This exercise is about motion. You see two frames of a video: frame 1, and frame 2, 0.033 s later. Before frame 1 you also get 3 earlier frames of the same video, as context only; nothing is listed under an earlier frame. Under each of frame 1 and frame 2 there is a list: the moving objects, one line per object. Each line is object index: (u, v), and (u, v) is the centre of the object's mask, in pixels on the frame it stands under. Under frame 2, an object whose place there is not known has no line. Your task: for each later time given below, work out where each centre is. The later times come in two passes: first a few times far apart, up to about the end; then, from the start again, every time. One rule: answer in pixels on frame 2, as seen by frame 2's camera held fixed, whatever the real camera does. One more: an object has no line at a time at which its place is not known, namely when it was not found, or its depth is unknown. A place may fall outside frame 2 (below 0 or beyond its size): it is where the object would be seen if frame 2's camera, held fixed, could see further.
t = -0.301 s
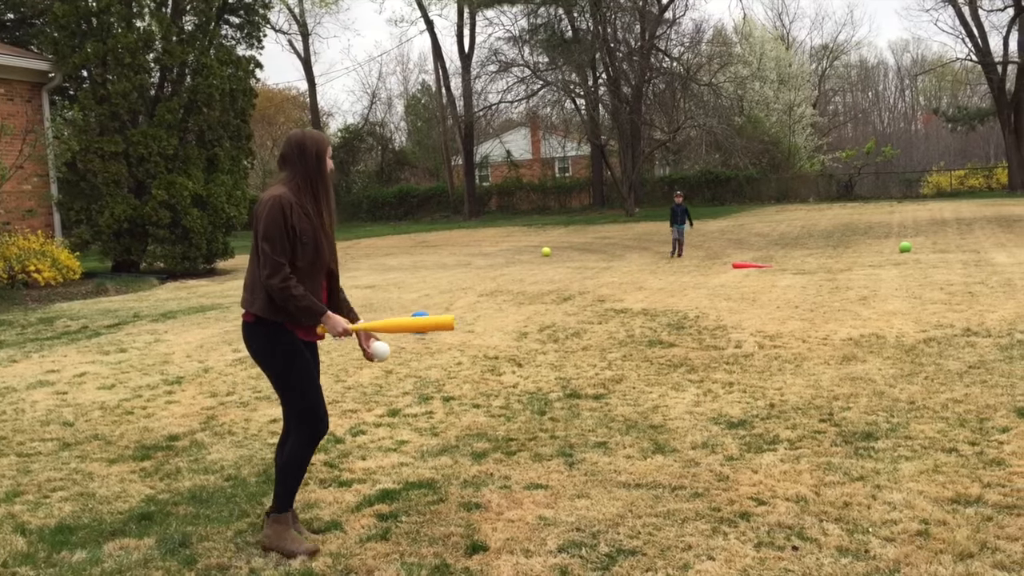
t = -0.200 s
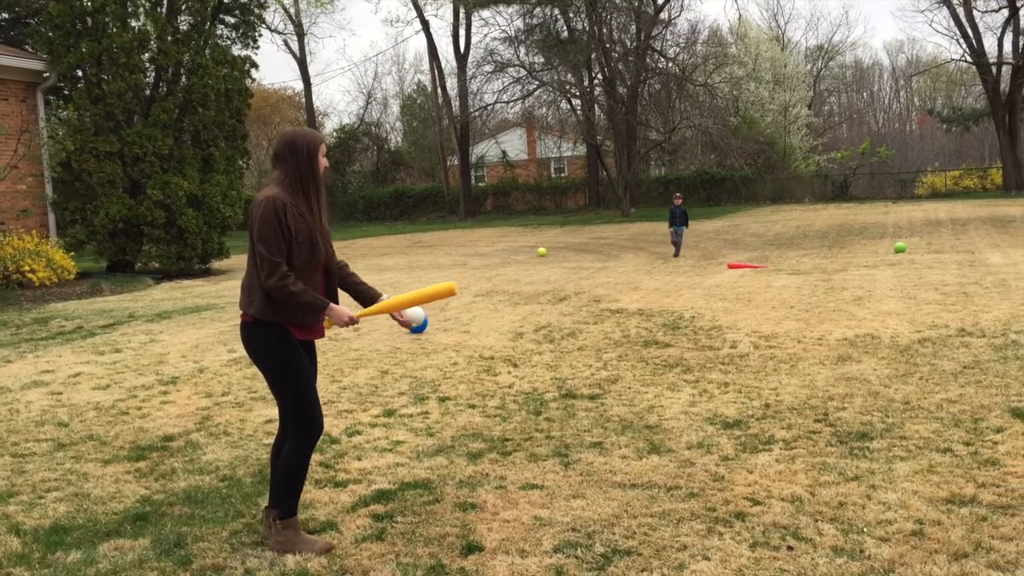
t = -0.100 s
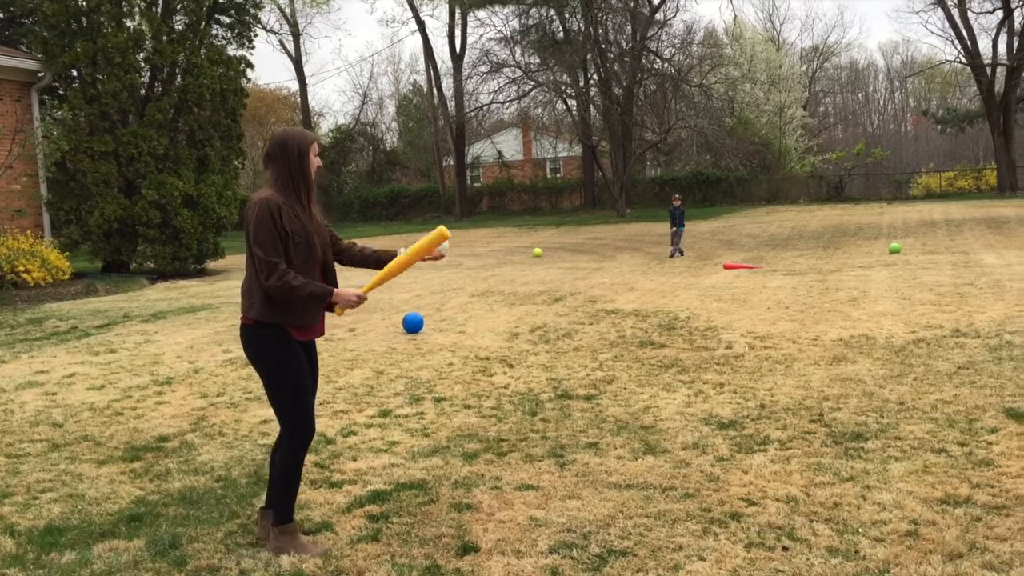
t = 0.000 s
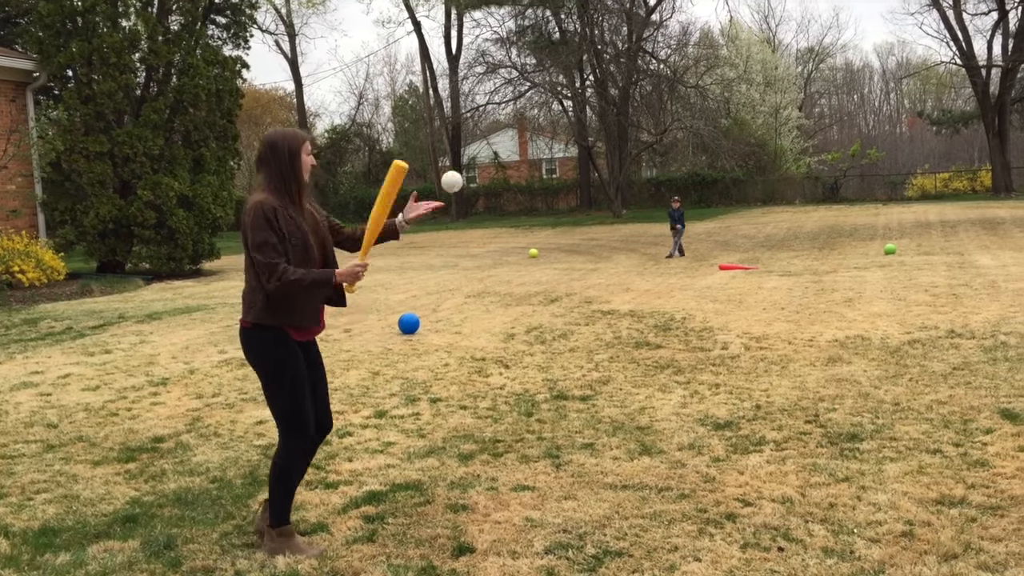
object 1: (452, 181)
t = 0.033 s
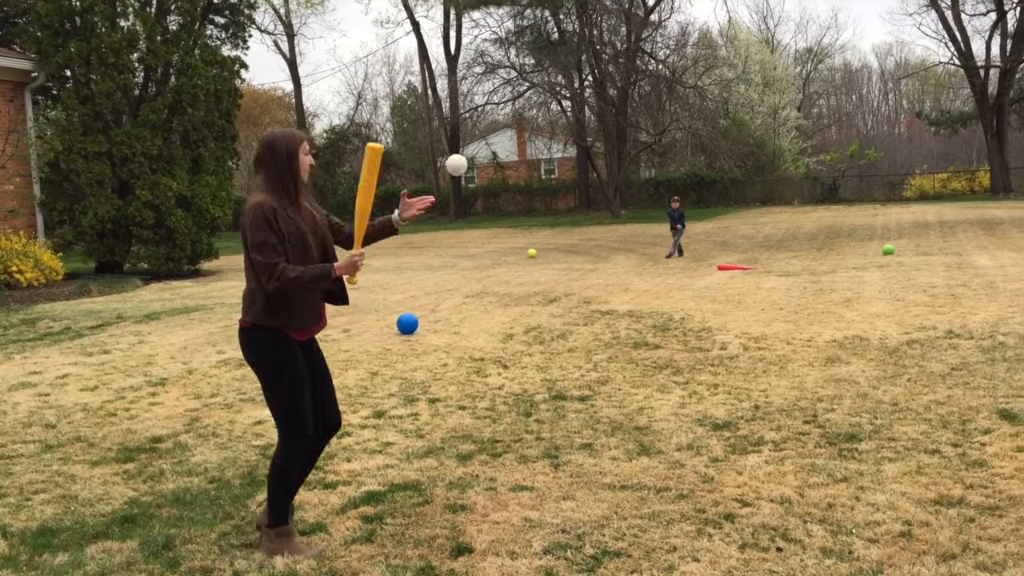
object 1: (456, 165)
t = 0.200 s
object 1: (487, 118)
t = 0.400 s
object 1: (529, 143)
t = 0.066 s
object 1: (463, 150)
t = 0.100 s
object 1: (468, 138)
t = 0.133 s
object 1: (475, 129)
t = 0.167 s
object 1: (481, 122)
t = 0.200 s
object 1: (487, 118)
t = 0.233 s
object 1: (494, 116)
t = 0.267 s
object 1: (501, 116)
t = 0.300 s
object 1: (508, 119)
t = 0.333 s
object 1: (515, 125)
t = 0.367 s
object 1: (523, 133)
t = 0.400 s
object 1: (529, 143)
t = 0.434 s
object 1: (537, 157)
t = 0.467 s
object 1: (545, 172)
